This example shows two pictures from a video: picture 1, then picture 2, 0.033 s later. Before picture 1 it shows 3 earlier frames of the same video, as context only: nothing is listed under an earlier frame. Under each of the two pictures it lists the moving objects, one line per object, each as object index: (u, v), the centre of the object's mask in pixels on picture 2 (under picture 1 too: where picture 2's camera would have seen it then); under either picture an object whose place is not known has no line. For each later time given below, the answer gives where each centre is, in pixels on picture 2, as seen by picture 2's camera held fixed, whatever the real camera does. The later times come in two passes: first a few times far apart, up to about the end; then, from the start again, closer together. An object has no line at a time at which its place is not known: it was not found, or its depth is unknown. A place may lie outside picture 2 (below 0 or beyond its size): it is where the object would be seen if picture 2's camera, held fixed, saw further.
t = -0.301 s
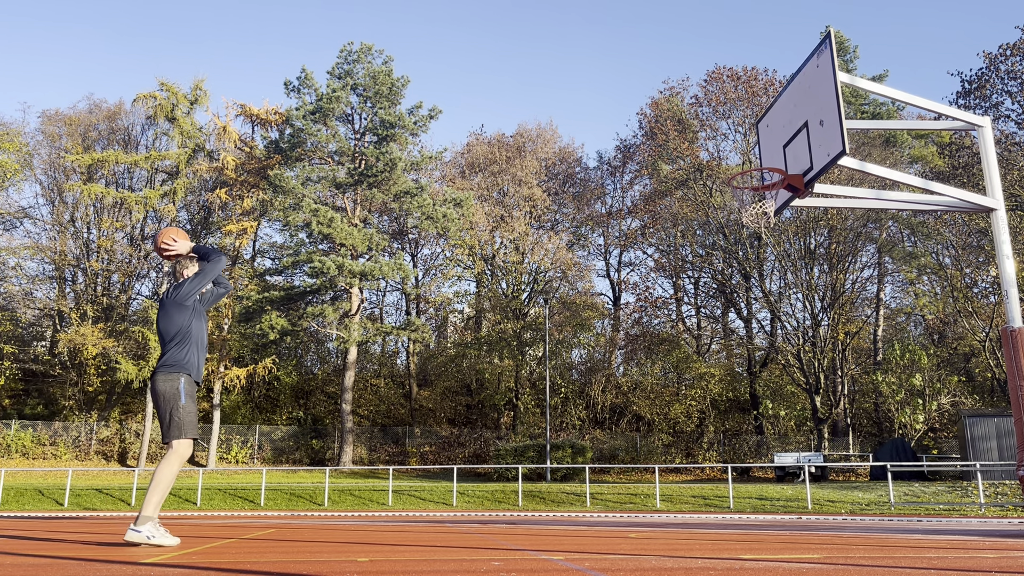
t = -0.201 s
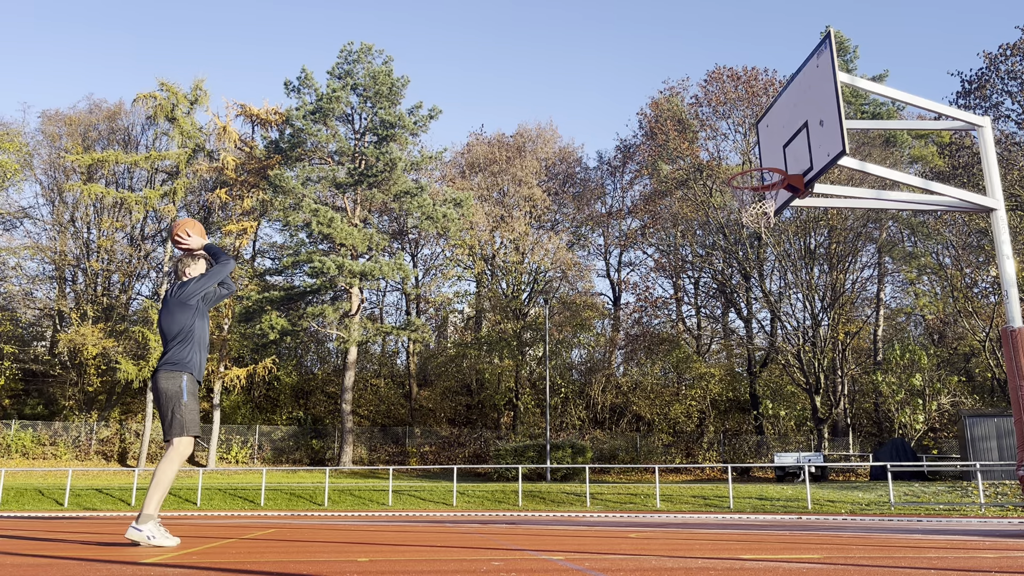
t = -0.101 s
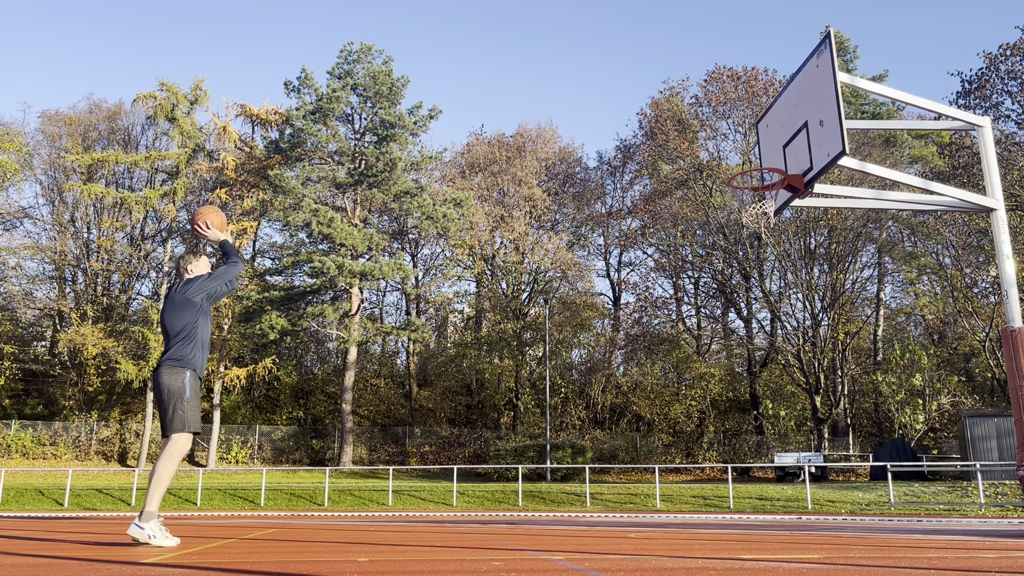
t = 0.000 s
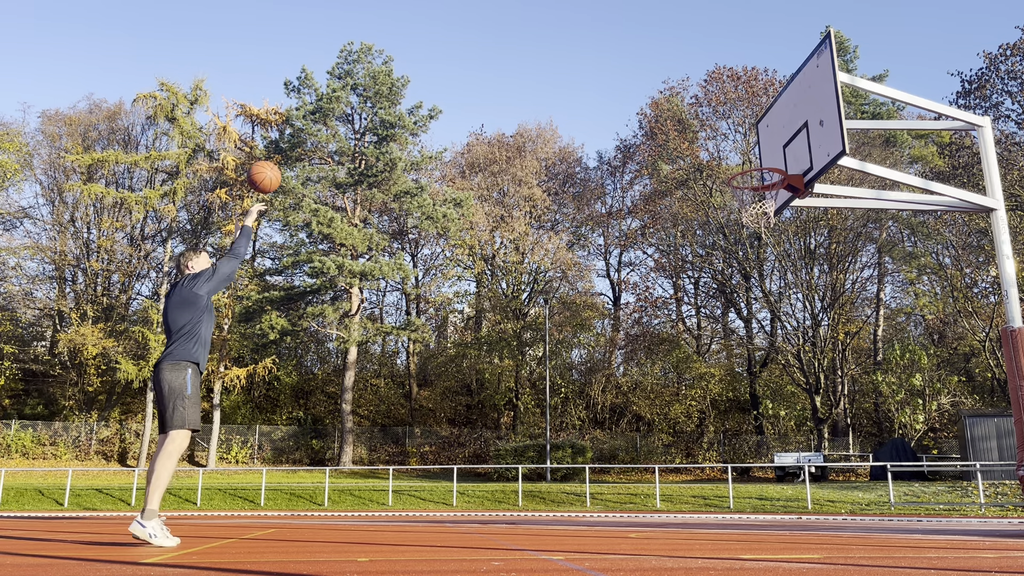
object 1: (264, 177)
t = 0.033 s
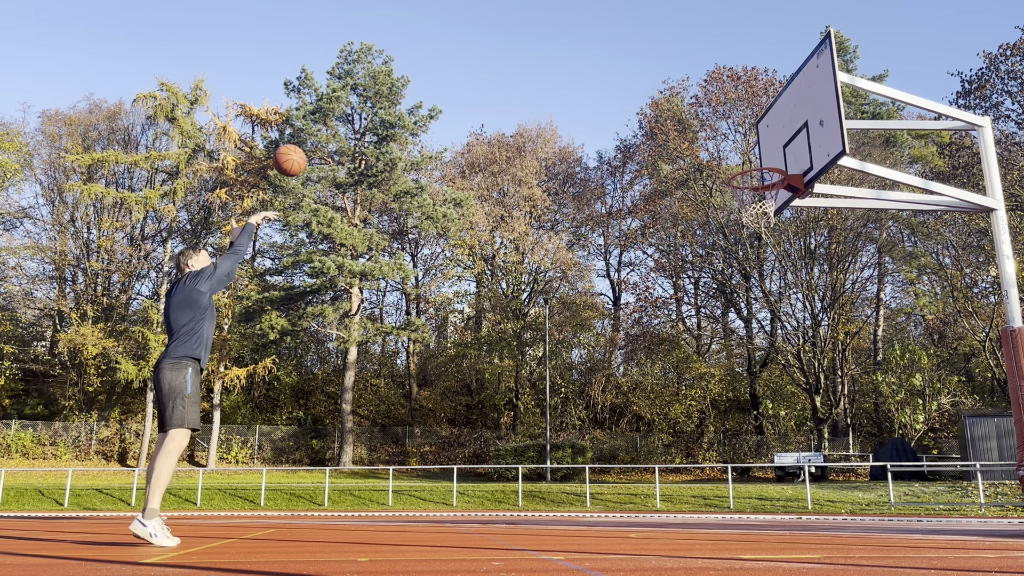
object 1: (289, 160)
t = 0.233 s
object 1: (428, 96)
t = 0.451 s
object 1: (559, 83)
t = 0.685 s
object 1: (688, 125)
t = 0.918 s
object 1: (768, 212)
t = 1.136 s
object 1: (725, 230)
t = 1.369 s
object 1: (686, 305)
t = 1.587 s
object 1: (653, 433)
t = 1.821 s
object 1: (622, 458)
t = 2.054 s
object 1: (595, 387)
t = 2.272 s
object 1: (572, 380)
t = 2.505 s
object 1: (547, 435)
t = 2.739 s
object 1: (518, 498)
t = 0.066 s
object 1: (314, 146)
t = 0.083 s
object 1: (326, 139)
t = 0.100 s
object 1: (338, 132)
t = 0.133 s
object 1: (361, 121)
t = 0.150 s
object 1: (373, 116)
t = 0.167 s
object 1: (384, 111)
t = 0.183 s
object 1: (395, 107)
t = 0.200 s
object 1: (407, 103)
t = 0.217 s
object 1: (417, 99)
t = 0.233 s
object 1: (428, 96)
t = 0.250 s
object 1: (439, 93)
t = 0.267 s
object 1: (449, 90)
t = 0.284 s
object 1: (460, 88)
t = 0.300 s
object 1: (470, 86)
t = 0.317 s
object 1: (480, 84)
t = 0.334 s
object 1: (490, 83)
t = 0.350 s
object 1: (501, 82)
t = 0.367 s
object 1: (510, 81)
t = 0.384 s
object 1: (520, 81)
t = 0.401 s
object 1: (530, 81)
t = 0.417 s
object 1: (540, 81)
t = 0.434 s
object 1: (550, 82)
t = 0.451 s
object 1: (559, 83)
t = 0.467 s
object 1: (569, 84)
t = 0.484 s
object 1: (578, 85)
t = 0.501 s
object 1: (588, 87)
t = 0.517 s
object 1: (597, 89)
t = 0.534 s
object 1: (606, 92)
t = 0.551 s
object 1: (616, 94)
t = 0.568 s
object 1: (625, 97)
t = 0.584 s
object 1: (634, 100)
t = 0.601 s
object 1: (643, 104)
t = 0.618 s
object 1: (652, 107)
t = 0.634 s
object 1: (661, 111)
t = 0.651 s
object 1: (670, 115)
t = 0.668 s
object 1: (679, 120)
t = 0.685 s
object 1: (688, 125)
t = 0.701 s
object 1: (697, 129)
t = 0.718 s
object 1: (705, 135)
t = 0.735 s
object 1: (714, 141)
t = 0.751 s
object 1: (723, 147)
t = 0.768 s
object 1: (731, 152)
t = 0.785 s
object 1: (740, 159)
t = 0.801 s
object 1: (749, 165)
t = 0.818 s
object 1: (758, 173)
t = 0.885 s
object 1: (772, 206)
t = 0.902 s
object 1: (770, 210)
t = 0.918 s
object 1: (768, 212)
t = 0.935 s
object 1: (764, 213)
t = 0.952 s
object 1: (760, 214)
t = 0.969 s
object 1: (755, 215)
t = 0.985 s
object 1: (753, 215)
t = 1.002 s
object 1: (750, 217)
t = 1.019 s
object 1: (746, 217)
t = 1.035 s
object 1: (743, 217)
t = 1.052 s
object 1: (739, 219)
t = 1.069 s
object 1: (736, 221)
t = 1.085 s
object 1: (734, 222)
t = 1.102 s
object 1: (731, 225)
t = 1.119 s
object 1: (728, 227)
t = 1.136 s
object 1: (725, 230)
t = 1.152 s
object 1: (722, 234)
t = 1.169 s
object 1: (719, 238)
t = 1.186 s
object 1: (716, 242)
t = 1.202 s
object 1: (714, 246)
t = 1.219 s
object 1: (711, 250)
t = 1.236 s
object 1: (709, 255)
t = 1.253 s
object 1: (706, 260)
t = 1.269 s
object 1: (702, 266)
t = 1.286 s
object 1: (700, 272)
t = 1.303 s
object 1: (697, 278)
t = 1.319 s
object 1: (694, 284)
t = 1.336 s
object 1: (692, 291)
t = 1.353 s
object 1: (689, 298)
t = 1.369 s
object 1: (686, 305)
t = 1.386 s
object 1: (684, 313)
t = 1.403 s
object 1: (681, 321)
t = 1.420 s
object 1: (679, 329)
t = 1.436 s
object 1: (676, 338)
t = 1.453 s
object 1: (673, 347)
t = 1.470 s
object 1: (671, 357)
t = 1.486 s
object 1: (668, 366)
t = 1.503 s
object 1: (666, 377)
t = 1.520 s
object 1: (663, 387)
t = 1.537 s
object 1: (661, 398)
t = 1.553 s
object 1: (658, 409)
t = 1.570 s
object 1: (656, 421)
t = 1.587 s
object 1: (653, 433)
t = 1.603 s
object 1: (651, 446)
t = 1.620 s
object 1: (649, 458)
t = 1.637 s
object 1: (646, 472)
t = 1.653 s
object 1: (644, 485)
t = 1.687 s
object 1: (639, 514)
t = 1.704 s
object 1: (637, 519)
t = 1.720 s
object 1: (635, 509)
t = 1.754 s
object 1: (630, 491)
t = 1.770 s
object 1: (629, 482)
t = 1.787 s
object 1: (626, 474)
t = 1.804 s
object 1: (624, 466)
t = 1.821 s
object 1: (622, 458)
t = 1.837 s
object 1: (620, 451)
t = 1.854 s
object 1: (618, 444)
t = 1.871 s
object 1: (616, 438)
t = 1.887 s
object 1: (615, 431)
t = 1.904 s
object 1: (612, 425)
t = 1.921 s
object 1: (611, 420)
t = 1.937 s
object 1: (608, 415)
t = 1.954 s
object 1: (607, 410)
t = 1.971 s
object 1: (605, 405)
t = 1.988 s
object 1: (602, 401)
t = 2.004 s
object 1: (600, 397)
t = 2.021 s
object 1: (599, 393)
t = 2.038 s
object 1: (597, 390)
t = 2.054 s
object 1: (595, 387)
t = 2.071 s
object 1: (594, 385)
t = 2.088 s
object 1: (592, 383)
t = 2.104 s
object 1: (590, 380)
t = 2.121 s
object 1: (588, 379)
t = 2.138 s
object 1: (586, 378)
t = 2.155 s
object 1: (584, 377)
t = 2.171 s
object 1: (582, 376)
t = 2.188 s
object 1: (581, 376)
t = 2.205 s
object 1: (578, 376)
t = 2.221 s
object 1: (577, 376)
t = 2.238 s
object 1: (575, 377)
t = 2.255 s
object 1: (574, 378)
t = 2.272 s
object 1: (572, 380)
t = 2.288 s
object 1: (570, 381)
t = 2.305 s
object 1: (568, 383)
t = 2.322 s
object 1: (566, 386)
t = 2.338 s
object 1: (564, 388)
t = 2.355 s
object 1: (563, 391)
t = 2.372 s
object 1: (561, 395)
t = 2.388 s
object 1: (559, 398)
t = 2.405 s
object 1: (557, 402)
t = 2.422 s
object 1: (556, 407)
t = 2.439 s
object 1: (554, 412)
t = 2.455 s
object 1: (552, 417)
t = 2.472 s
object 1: (550, 423)
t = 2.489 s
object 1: (549, 428)
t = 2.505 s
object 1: (547, 435)
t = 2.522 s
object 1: (545, 441)
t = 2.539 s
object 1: (543, 449)
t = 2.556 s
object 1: (541, 456)
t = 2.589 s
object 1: (538, 472)
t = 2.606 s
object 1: (536, 481)
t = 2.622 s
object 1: (534, 490)
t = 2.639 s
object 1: (532, 500)
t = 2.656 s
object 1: (530, 510)
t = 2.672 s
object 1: (528, 520)
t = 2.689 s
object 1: (526, 518)
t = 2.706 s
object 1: (524, 511)
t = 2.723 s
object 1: (522, 504)
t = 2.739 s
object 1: (518, 498)
